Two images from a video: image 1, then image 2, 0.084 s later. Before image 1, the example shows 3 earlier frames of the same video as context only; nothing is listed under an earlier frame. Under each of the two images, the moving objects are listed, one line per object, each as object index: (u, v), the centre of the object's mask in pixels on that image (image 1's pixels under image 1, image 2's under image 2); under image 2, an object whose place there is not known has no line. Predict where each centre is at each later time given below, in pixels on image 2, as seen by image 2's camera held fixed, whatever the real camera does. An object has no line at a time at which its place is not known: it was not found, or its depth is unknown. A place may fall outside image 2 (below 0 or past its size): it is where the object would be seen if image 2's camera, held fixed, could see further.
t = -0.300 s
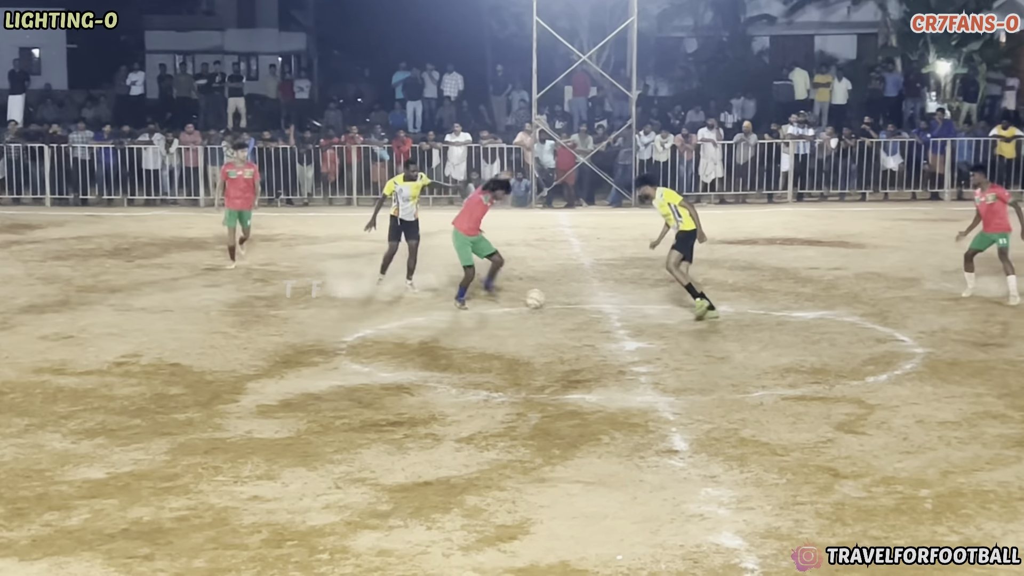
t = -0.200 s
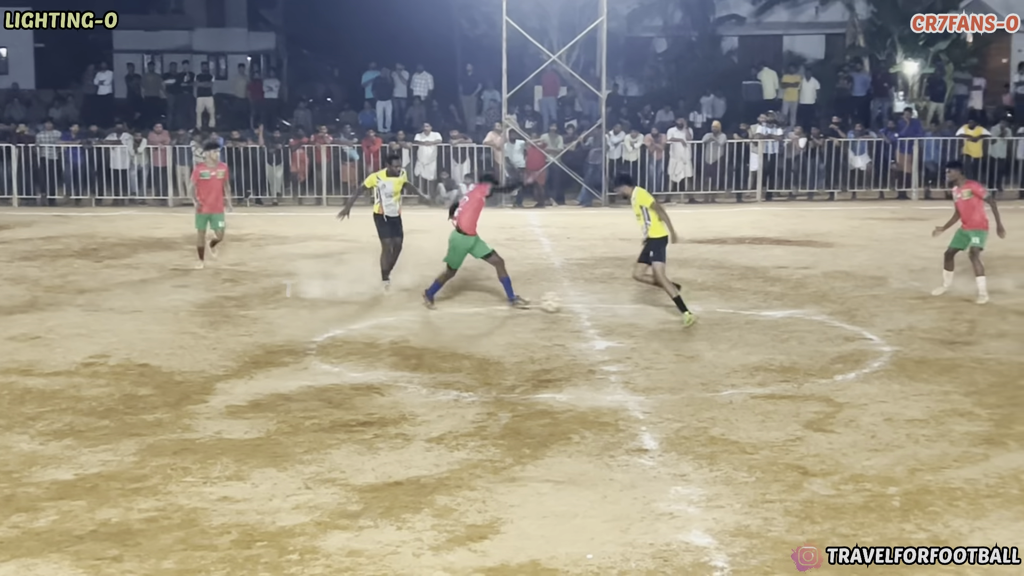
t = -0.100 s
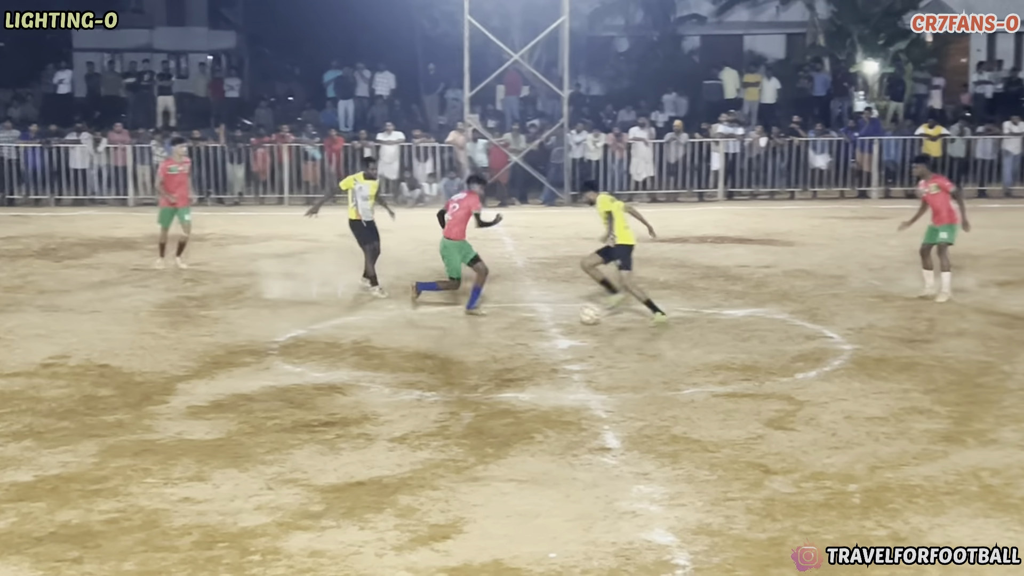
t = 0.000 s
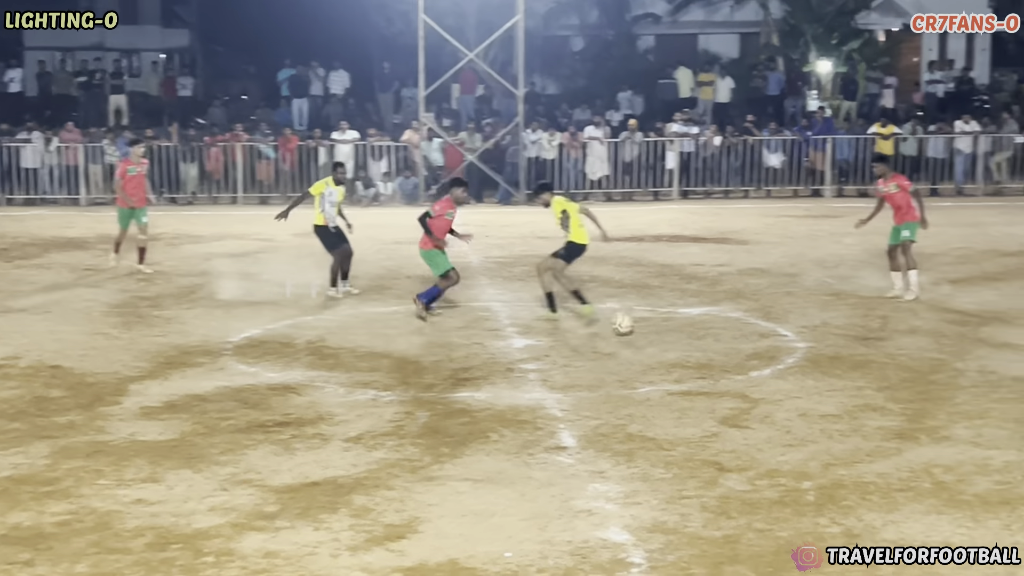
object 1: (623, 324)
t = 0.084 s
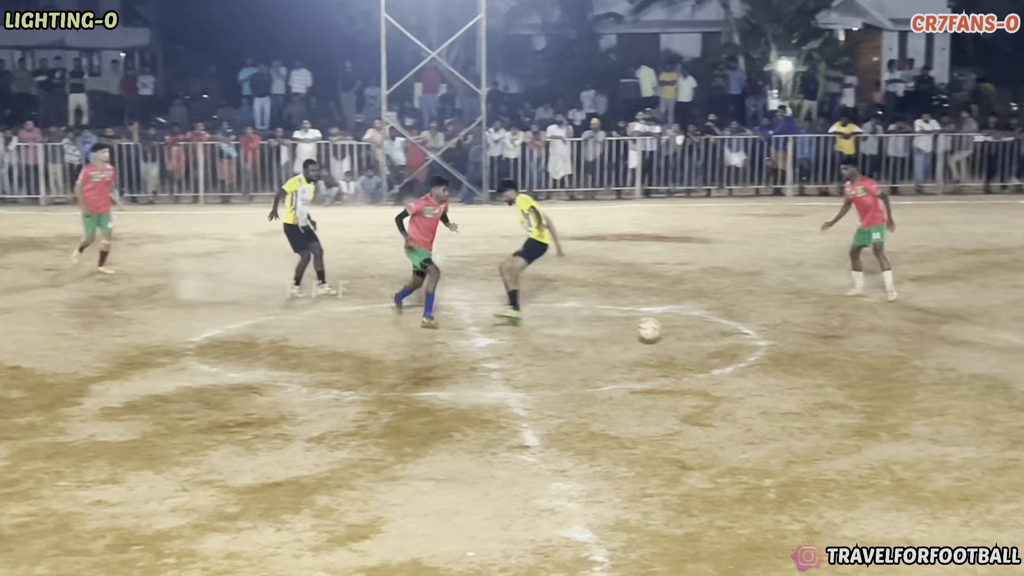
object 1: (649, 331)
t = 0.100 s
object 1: (663, 333)
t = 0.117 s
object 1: (676, 336)
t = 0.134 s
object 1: (689, 338)
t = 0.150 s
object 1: (702, 341)
